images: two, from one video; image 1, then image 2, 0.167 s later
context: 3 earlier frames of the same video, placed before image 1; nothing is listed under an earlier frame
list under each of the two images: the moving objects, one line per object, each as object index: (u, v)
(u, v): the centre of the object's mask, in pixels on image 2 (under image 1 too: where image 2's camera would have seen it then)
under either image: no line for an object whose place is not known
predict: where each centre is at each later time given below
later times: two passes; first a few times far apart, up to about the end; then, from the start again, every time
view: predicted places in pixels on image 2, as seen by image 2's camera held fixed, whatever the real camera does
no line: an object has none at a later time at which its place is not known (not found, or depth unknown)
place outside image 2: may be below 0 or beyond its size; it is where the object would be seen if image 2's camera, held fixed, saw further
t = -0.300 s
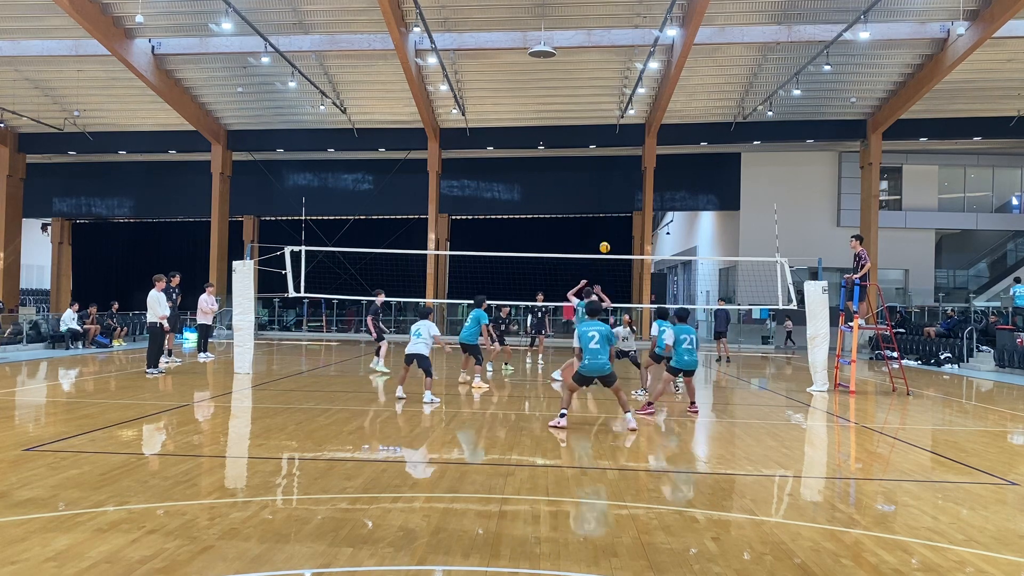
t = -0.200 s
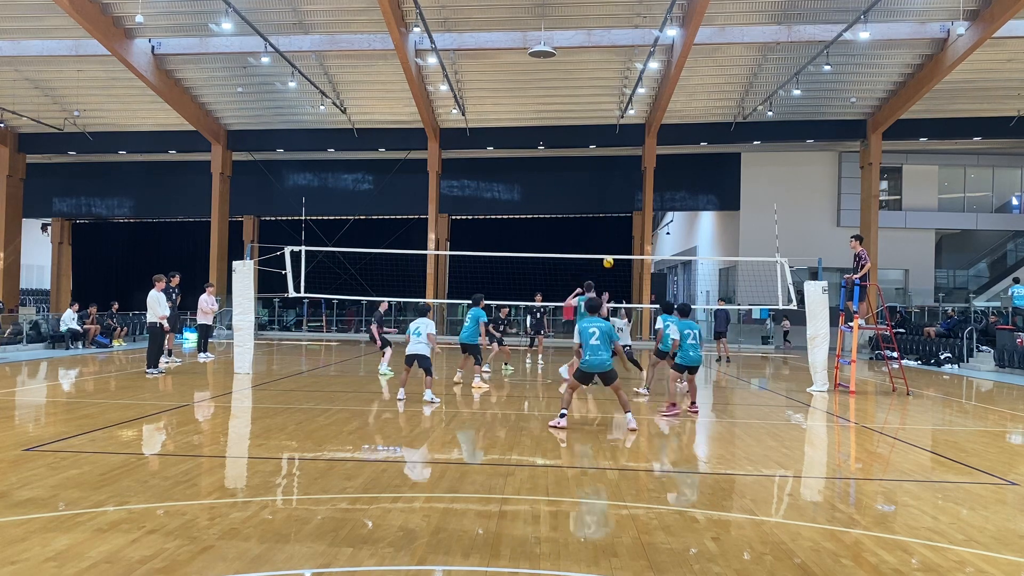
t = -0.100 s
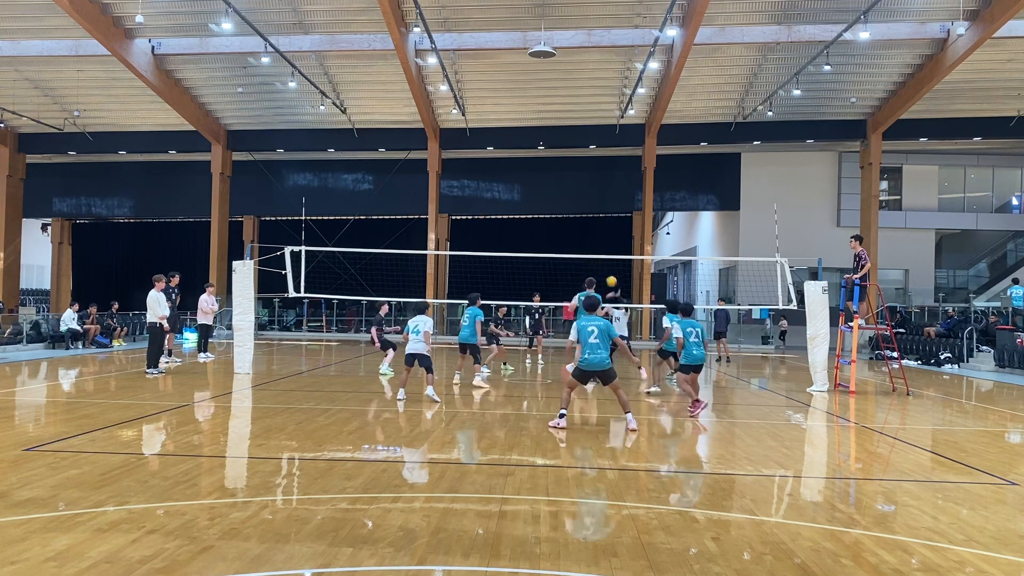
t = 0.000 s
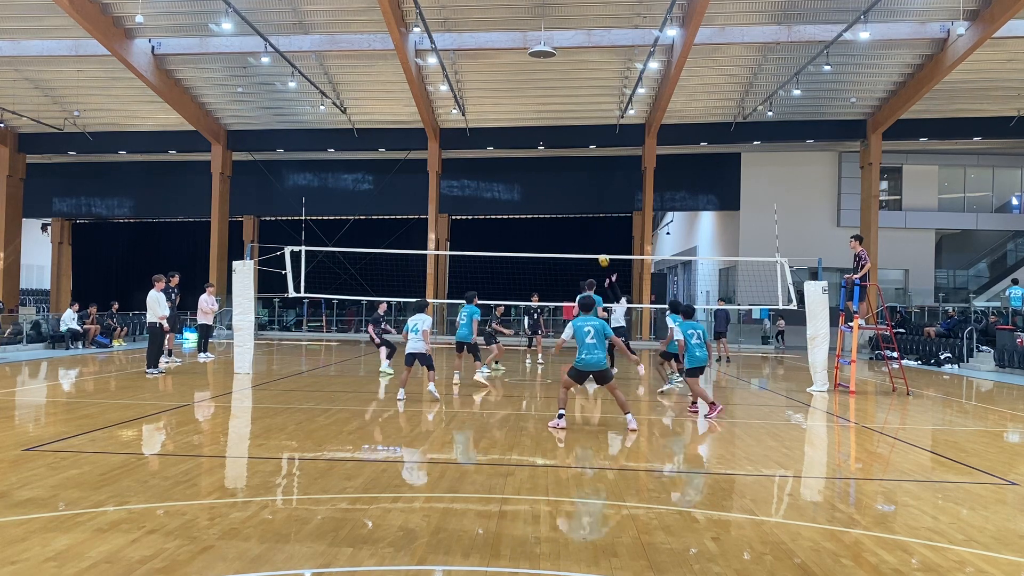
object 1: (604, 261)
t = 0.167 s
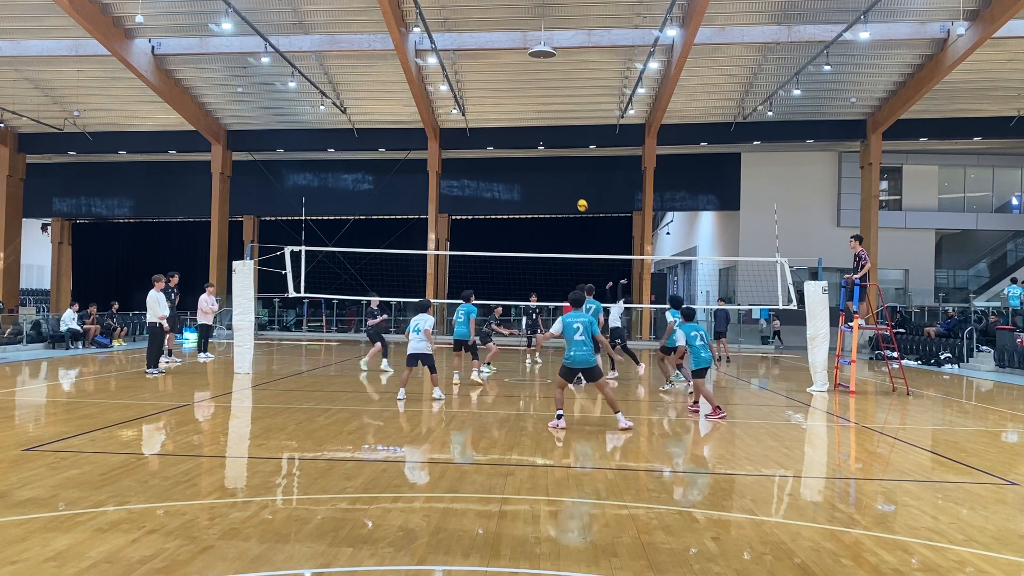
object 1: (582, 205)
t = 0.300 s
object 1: (565, 171)
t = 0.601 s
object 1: (527, 126)
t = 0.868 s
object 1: (492, 123)
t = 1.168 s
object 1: (453, 162)
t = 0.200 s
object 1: (578, 196)
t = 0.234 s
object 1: (573, 187)
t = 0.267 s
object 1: (569, 179)
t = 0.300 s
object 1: (565, 171)
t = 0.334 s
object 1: (561, 164)
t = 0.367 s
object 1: (557, 158)
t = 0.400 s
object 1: (552, 151)
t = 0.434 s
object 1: (548, 146)
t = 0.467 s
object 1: (544, 141)
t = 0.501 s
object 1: (540, 136)
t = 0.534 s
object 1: (535, 132)
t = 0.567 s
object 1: (531, 129)
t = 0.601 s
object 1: (527, 126)
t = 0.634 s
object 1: (523, 124)
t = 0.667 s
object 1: (518, 122)
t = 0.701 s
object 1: (514, 120)
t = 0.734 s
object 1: (510, 120)
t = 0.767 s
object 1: (505, 120)
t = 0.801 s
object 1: (501, 120)
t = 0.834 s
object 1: (497, 121)
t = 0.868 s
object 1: (492, 123)
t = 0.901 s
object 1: (488, 125)
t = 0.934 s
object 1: (483, 128)
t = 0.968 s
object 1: (479, 131)
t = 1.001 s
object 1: (475, 134)
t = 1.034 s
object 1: (470, 139)
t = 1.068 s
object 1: (466, 144)
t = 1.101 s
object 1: (461, 149)
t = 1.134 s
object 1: (457, 155)
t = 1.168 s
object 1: (453, 162)
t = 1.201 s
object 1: (448, 169)
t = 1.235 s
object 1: (444, 177)
